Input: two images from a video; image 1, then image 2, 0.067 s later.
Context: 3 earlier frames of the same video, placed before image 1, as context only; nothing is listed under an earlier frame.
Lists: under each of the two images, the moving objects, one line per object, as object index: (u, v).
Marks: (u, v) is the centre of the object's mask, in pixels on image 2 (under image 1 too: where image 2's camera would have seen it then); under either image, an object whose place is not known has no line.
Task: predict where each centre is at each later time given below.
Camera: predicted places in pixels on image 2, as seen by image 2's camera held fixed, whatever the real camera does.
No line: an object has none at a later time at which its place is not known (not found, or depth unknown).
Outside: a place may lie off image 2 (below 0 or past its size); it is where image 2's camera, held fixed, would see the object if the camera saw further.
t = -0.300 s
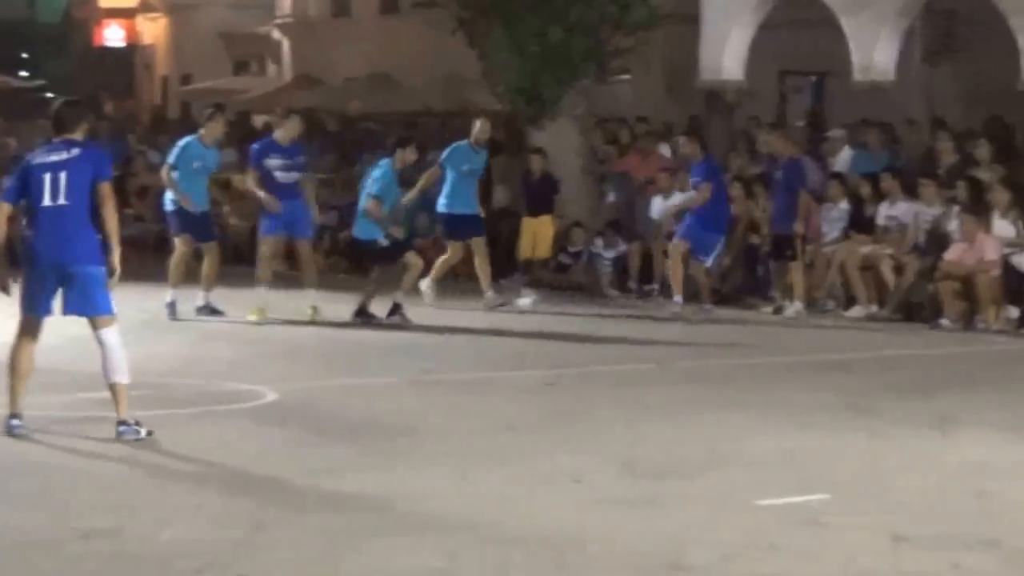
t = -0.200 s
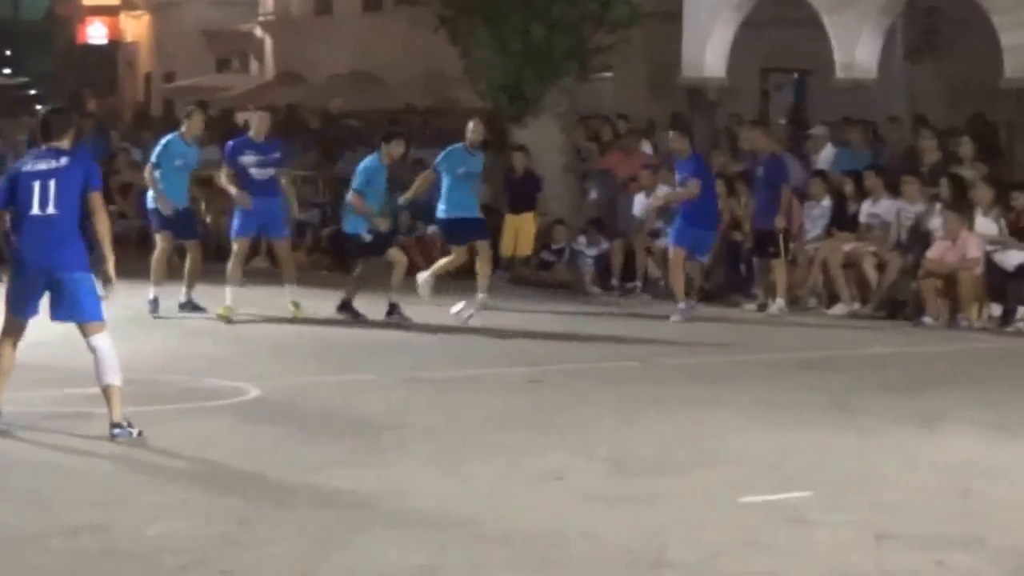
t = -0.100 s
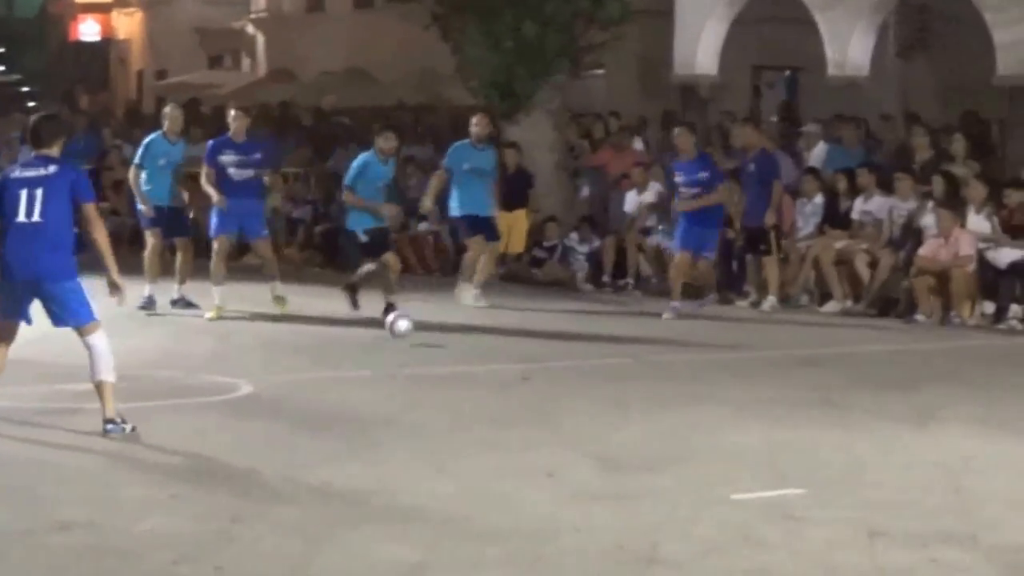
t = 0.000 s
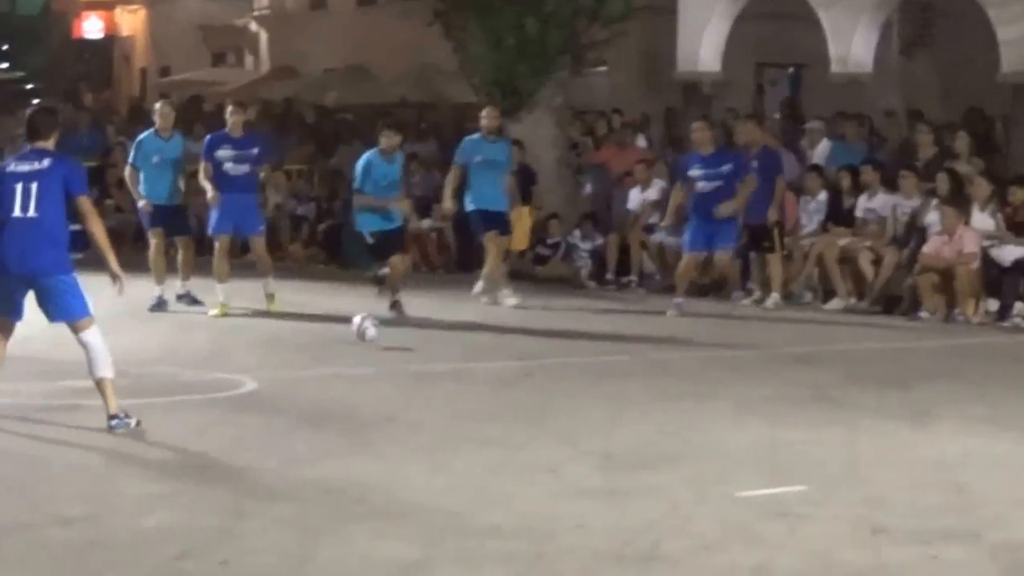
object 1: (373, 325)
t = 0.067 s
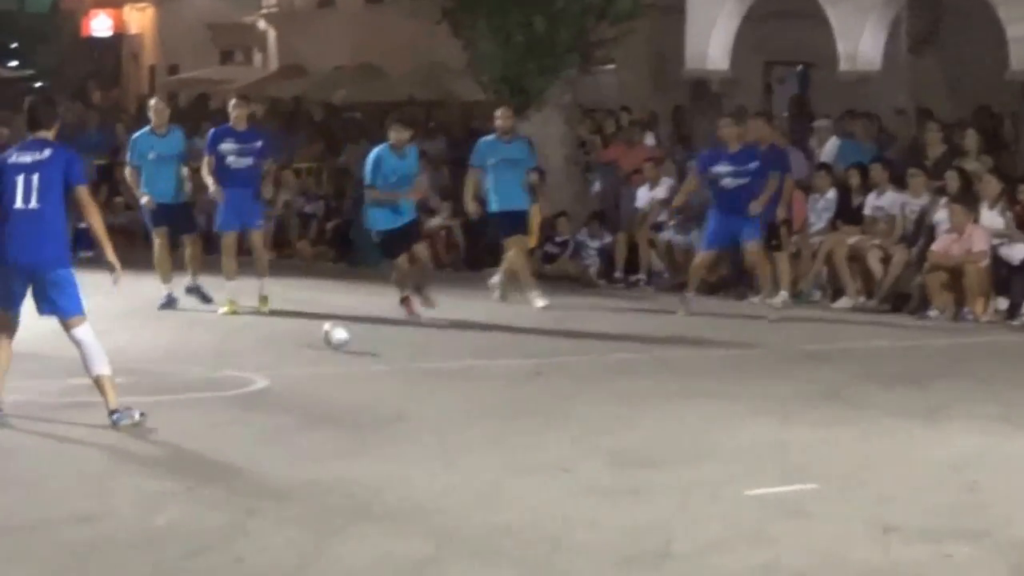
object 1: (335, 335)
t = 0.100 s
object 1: (316, 335)
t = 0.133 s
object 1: (299, 337)
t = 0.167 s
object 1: (281, 343)
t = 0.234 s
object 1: (262, 347)
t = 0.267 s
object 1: (245, 346)
